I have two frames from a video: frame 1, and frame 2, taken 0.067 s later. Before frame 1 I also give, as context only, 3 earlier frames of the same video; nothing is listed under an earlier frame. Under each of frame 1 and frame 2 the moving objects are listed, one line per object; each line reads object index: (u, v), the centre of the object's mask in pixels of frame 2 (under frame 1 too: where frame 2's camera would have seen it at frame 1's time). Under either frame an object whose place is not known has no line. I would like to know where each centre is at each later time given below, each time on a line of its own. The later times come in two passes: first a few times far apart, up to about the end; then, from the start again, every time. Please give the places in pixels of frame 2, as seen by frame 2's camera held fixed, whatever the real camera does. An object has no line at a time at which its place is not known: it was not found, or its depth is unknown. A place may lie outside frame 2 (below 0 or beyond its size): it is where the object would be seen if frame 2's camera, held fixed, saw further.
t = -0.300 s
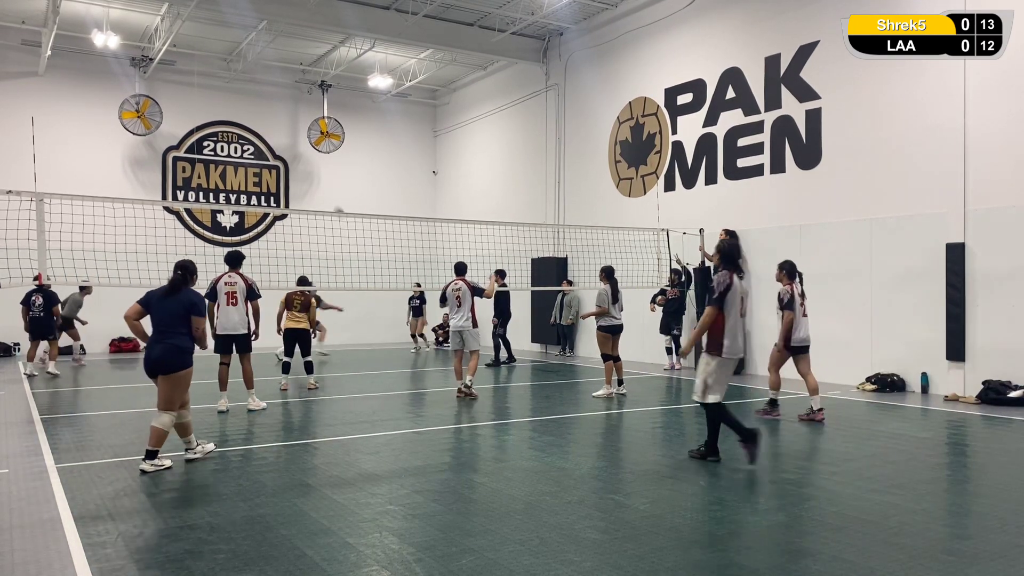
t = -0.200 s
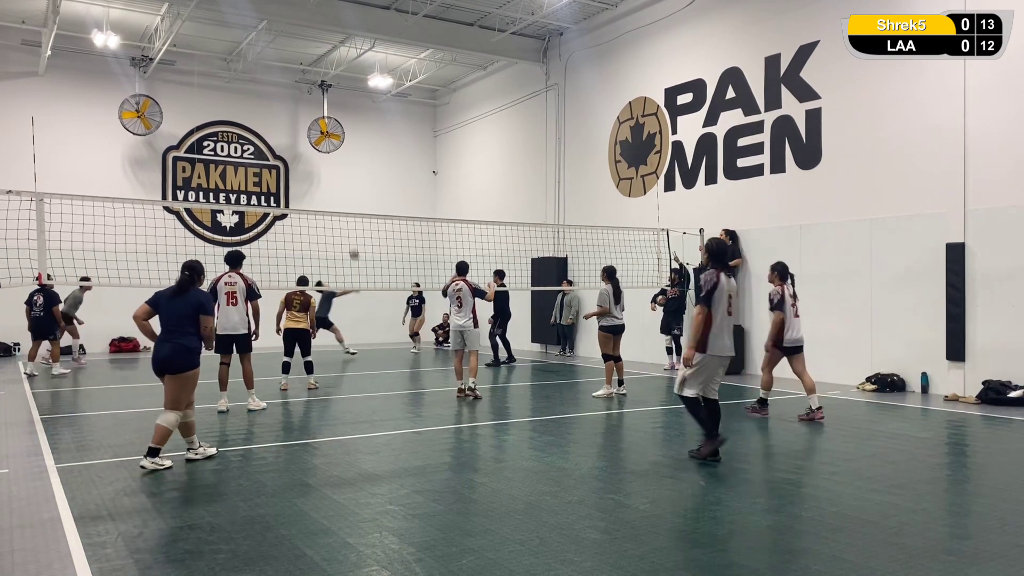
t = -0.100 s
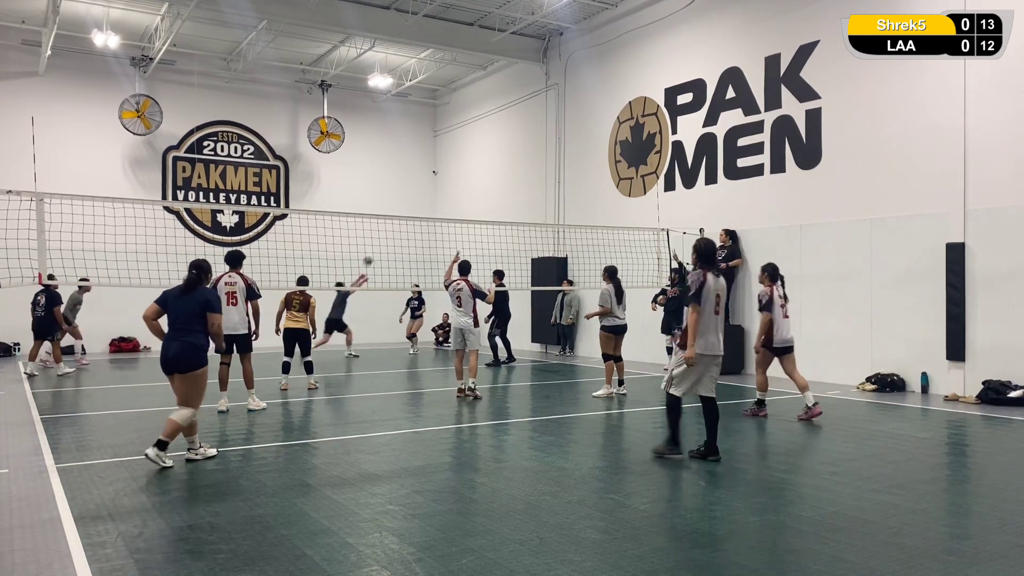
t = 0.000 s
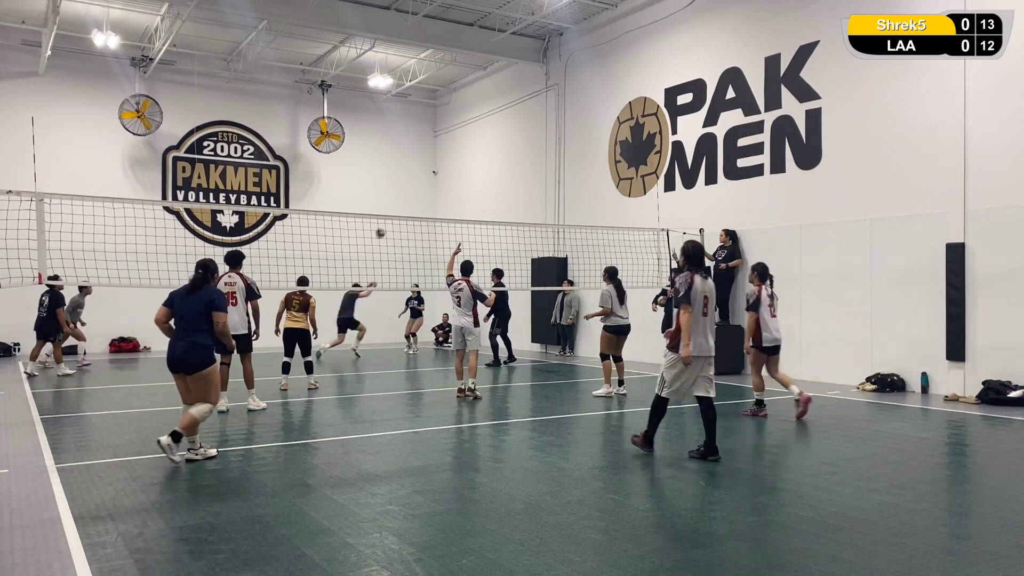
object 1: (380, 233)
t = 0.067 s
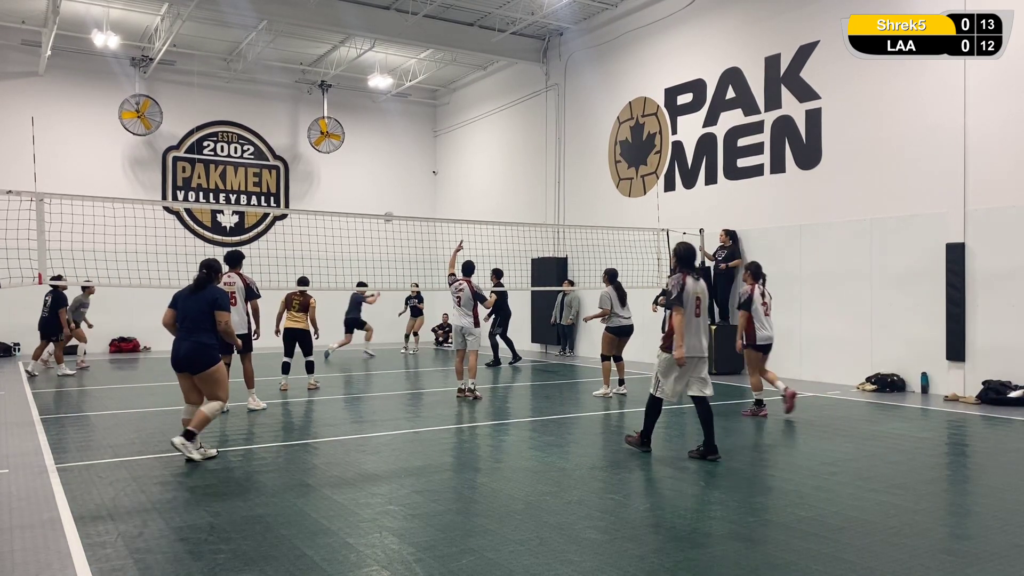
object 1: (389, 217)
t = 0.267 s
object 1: (412, 180)
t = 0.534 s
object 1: (445, 159)
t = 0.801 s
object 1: (478, 172)
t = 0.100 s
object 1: (392, 209)
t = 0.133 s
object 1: (396, 202)
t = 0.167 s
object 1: (400, 196)
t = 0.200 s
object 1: (404, 190)
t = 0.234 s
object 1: (409, 185)
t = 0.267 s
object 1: (412, 180)
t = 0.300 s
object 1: (416, 175)
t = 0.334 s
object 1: (420, 171)
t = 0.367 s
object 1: (424, 168)
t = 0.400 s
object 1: (429, 165)
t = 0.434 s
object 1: (433, 163)
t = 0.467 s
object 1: (437, 161)
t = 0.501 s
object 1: (441, 159)
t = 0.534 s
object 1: (445, 159)
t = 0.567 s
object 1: (449, 158)
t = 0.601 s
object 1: (453, 159)
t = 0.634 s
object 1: (457, 160)
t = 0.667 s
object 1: (461, 161)
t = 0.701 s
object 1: (466, 163)
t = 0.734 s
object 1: (470, 166)
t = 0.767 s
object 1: (474, 169)
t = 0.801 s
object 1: (478, 172)
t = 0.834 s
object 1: (483, 177)
